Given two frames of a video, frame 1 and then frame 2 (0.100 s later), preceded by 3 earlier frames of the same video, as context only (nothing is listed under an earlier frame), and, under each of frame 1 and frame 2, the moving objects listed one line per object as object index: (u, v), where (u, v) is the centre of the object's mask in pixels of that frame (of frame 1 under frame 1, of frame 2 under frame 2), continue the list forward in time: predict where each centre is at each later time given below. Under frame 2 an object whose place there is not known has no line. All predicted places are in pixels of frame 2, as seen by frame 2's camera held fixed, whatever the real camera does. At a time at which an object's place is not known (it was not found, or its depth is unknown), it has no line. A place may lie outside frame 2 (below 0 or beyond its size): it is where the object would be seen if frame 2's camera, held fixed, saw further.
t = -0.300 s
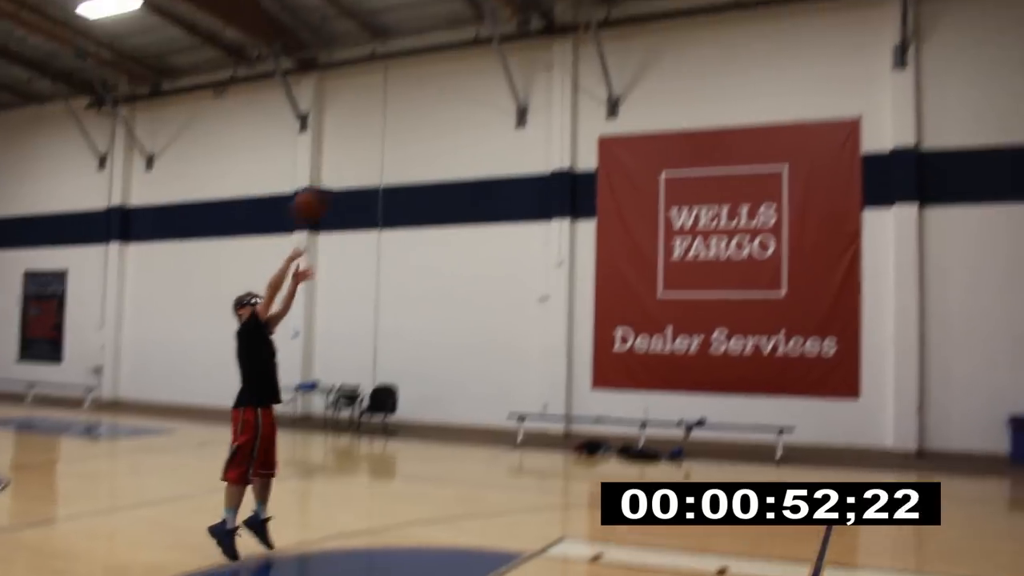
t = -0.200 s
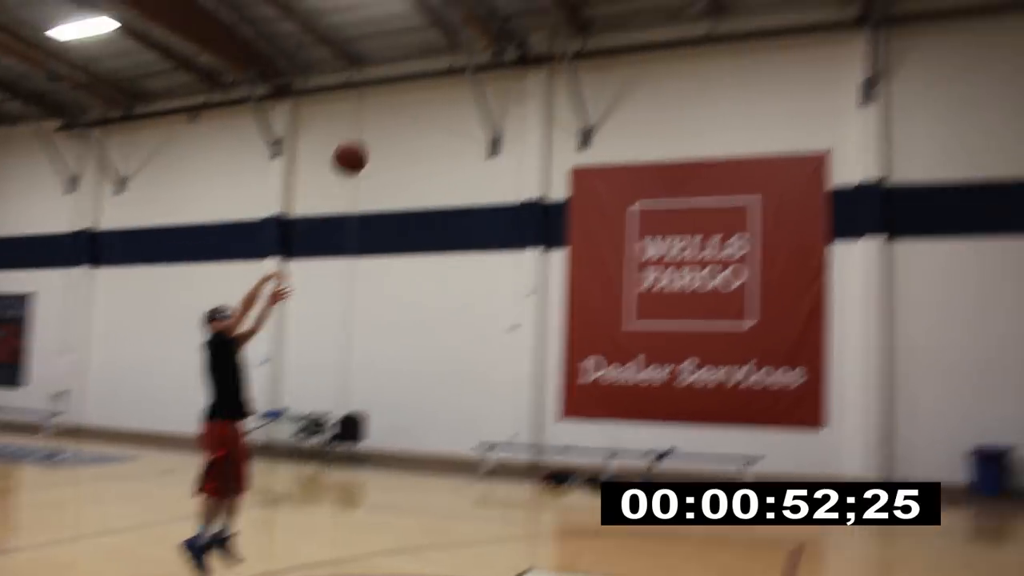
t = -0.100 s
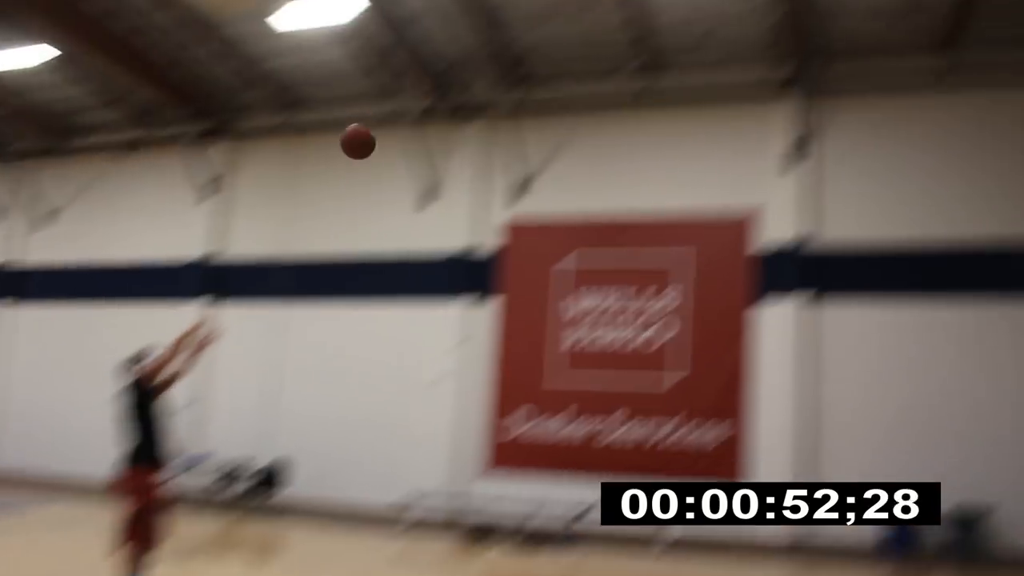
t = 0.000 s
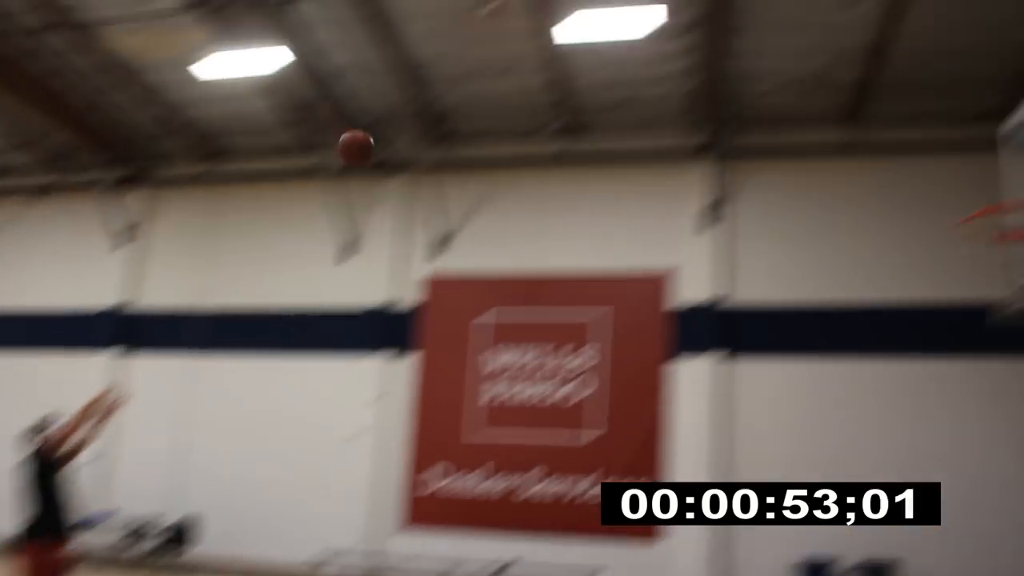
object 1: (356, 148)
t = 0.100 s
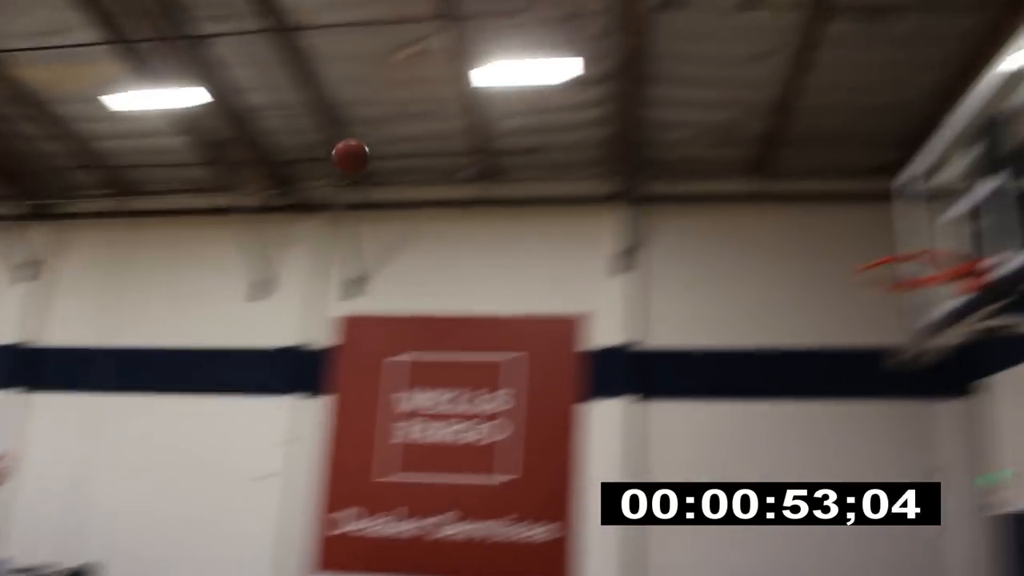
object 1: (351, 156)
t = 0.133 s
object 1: (377, 149)
